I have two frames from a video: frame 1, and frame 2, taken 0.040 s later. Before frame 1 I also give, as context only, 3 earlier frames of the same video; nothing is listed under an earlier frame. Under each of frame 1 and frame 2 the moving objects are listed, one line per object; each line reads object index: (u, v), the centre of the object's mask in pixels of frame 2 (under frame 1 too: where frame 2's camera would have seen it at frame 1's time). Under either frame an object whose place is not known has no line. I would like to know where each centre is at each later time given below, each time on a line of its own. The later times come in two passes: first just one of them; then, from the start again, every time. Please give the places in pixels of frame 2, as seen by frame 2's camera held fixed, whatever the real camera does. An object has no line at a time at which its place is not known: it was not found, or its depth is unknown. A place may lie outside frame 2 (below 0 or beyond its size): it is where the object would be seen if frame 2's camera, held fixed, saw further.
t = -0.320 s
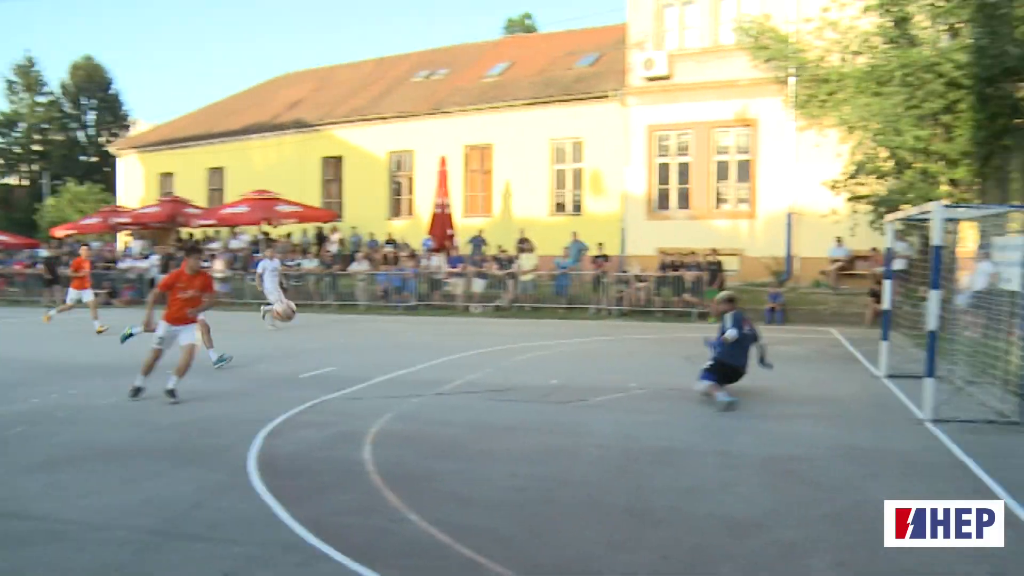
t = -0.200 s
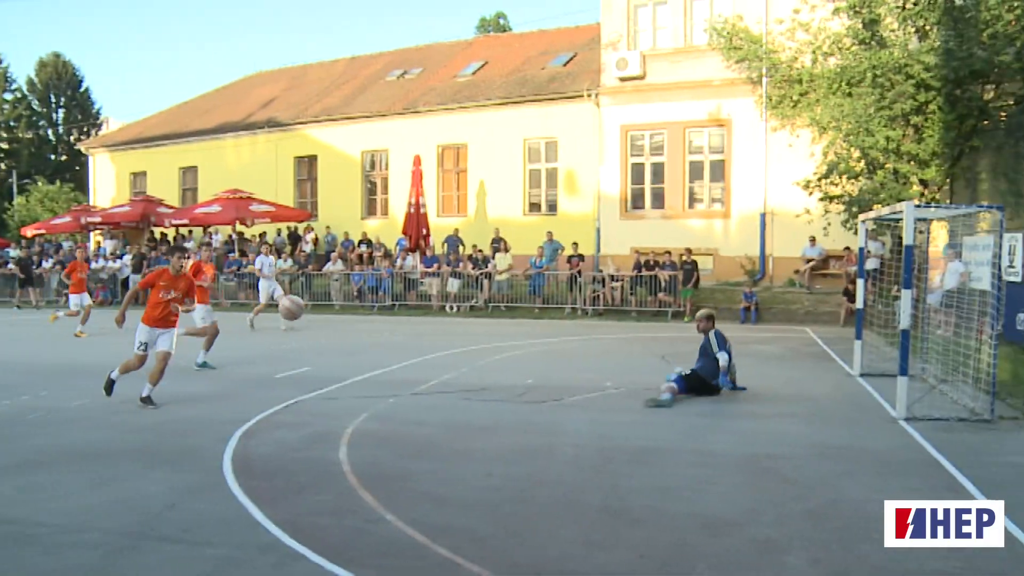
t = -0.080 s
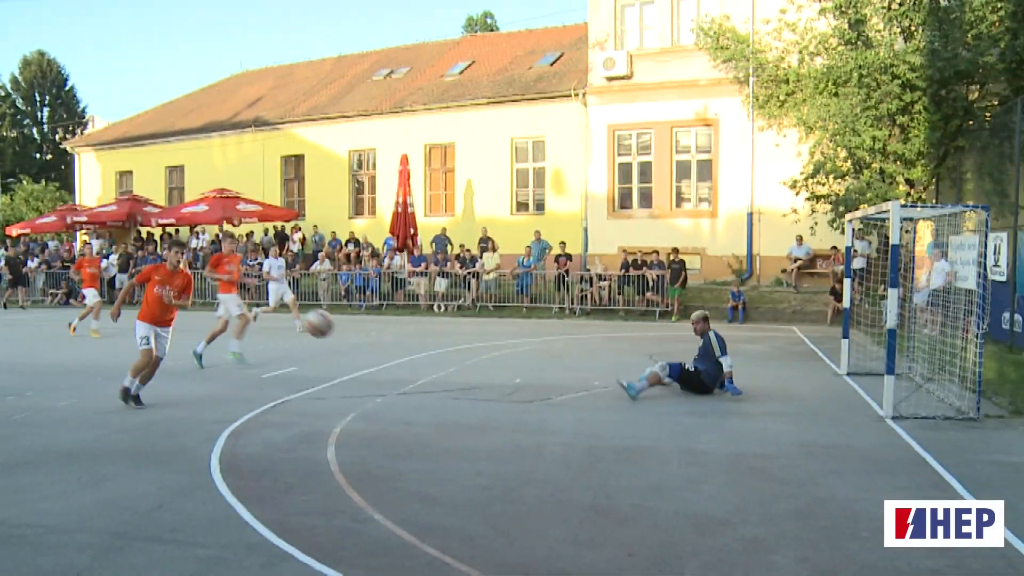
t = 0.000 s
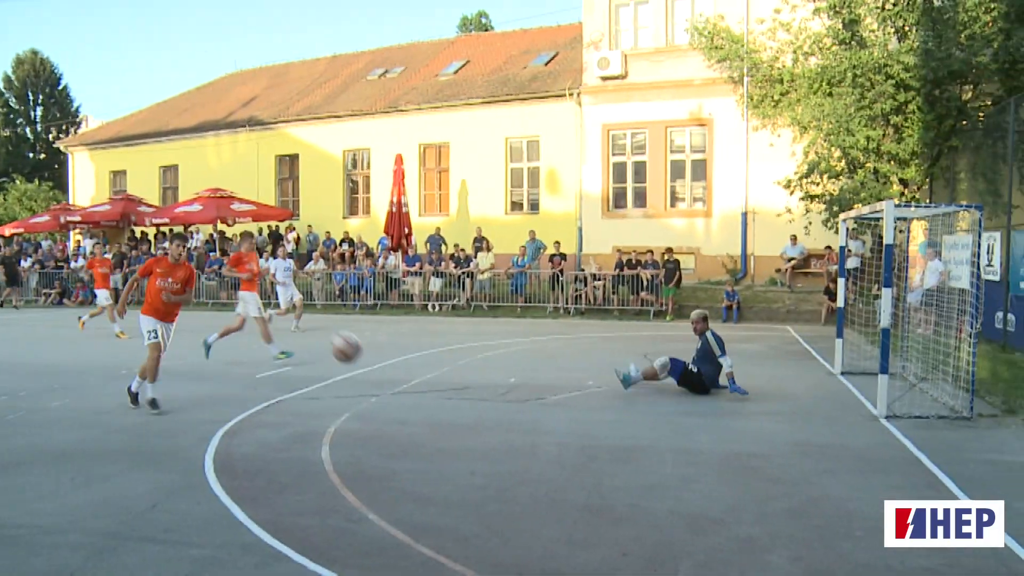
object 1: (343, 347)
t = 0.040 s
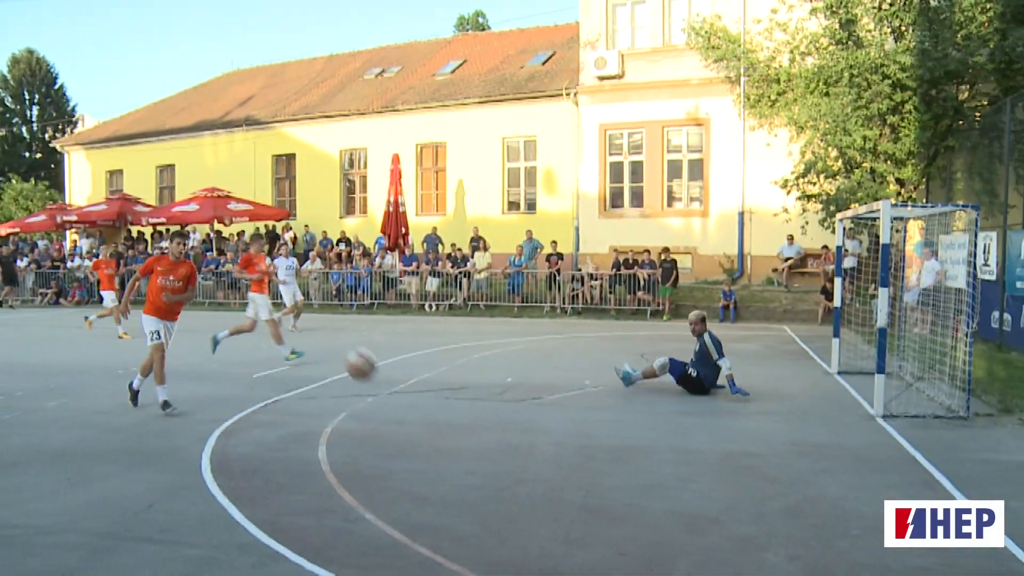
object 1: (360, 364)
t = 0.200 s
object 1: (450, 472)
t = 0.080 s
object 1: (380, 385)
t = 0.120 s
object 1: (402, 410)
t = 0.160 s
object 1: (425, 439)
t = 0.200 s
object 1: (450, 472)
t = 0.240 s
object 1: (478, 514)
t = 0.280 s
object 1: (502, 511)
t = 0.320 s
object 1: (526, 502)
